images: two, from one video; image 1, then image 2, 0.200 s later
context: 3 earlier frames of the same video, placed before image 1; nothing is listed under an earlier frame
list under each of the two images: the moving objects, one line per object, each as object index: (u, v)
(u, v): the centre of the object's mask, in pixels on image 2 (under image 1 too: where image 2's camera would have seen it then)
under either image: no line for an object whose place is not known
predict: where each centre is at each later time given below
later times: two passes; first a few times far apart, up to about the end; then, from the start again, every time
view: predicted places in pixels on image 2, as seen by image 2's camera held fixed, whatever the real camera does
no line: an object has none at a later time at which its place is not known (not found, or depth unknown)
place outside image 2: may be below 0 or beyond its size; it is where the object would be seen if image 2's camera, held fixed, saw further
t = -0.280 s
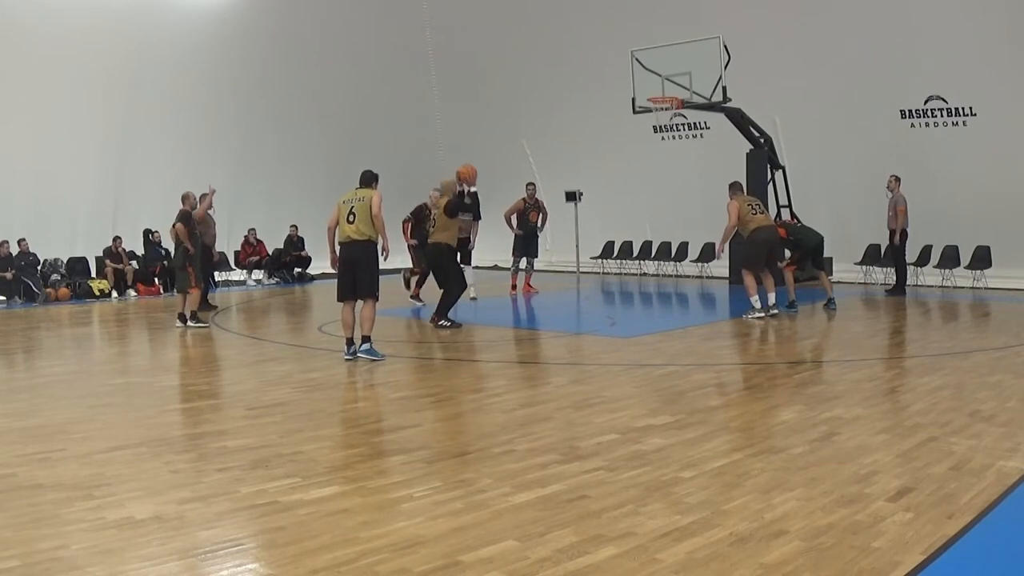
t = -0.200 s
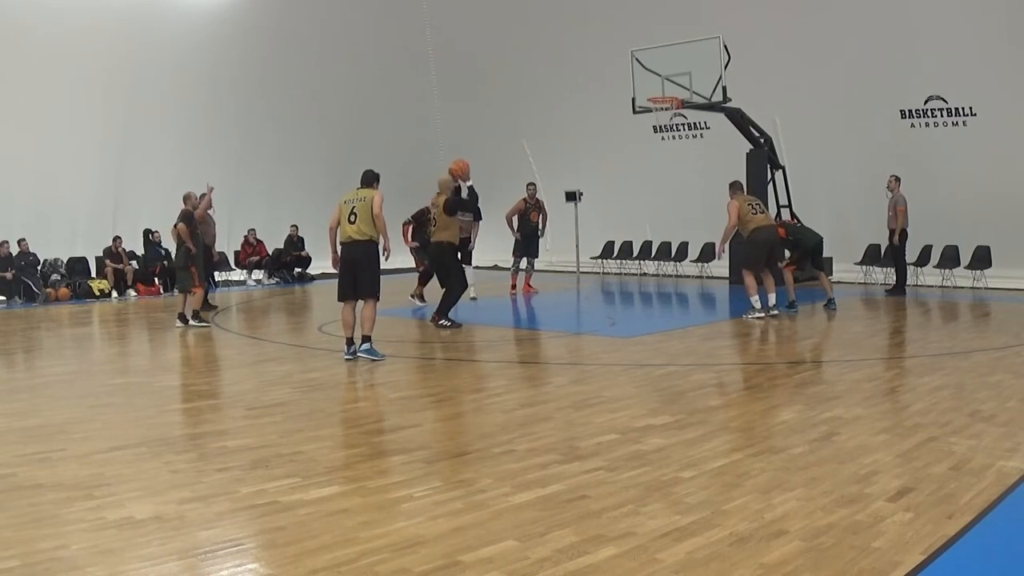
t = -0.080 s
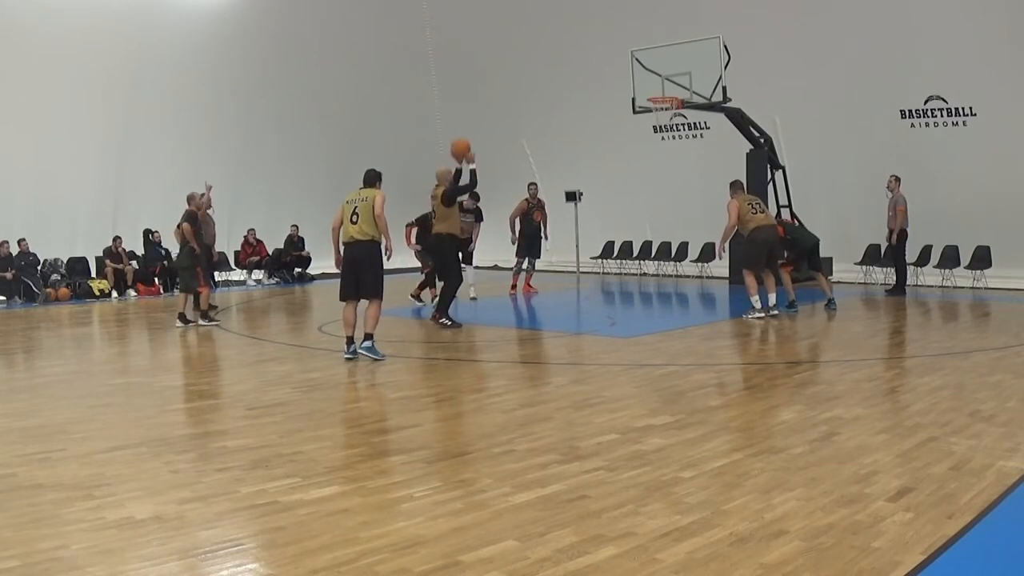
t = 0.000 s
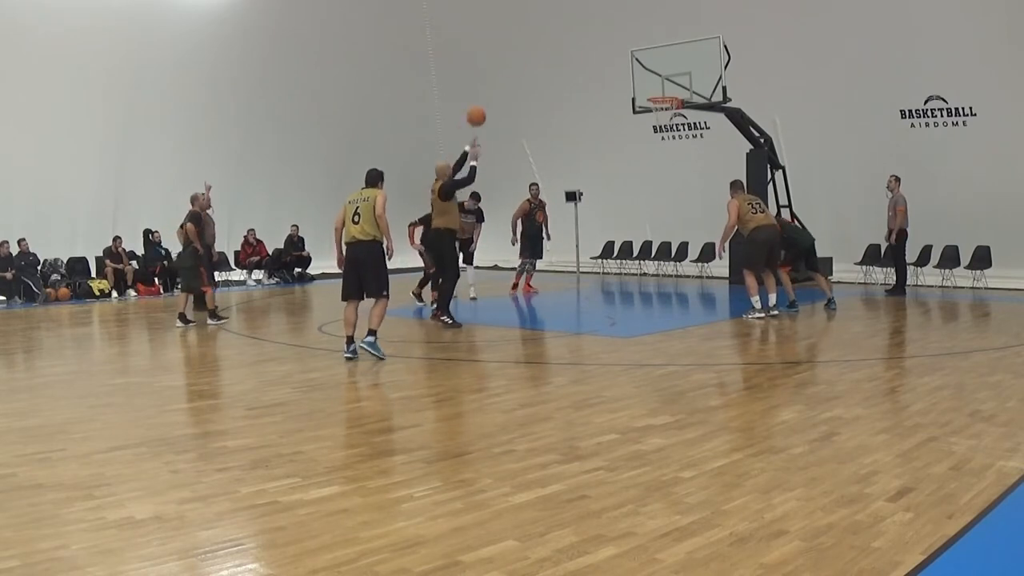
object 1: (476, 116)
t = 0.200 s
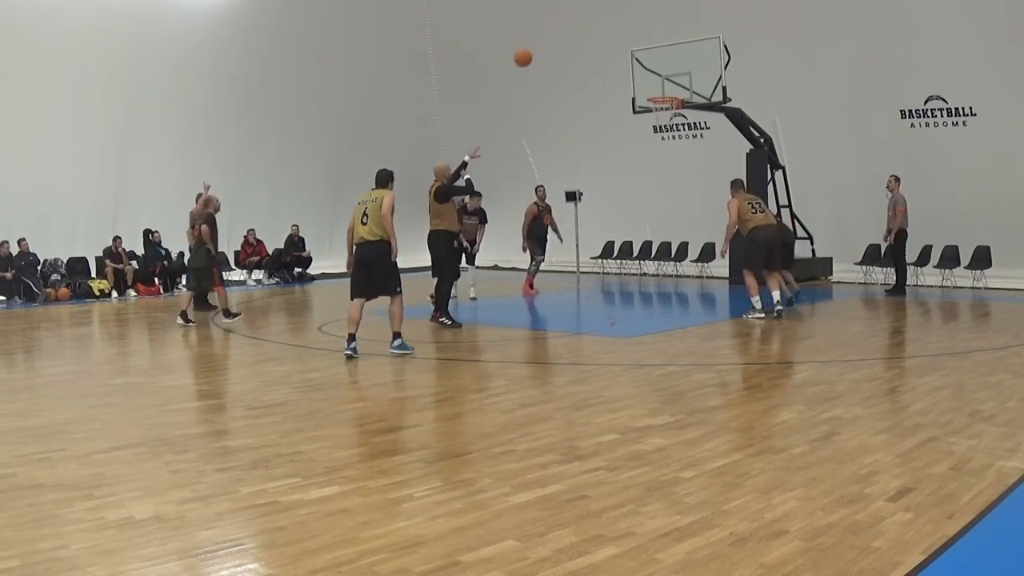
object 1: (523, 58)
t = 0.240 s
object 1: (531, 50)
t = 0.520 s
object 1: (587, 31)
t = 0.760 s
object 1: (630, 57)
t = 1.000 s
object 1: (668, 112)
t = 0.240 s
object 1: (531, 50)
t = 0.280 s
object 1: (540, 44)
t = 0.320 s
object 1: (548, 38)
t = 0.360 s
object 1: (556, 35)
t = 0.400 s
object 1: (564, 32)
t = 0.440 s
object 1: (572, 31)
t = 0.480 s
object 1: (580, 31)
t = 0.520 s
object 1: (587, 31)
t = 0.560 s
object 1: (595, 33)
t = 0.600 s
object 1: (602, 36)
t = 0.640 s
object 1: (610, 40)
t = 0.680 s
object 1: (616, 45)
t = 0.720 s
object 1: (623, 50)
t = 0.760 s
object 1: (630, 57)
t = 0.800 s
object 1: (637, 65)
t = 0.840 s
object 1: (644, 73)
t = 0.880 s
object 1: (650, 82)
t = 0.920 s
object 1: (657, 92)
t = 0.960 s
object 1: (660, 104)
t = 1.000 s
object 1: (668, 112)
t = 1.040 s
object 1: (670, 114)
